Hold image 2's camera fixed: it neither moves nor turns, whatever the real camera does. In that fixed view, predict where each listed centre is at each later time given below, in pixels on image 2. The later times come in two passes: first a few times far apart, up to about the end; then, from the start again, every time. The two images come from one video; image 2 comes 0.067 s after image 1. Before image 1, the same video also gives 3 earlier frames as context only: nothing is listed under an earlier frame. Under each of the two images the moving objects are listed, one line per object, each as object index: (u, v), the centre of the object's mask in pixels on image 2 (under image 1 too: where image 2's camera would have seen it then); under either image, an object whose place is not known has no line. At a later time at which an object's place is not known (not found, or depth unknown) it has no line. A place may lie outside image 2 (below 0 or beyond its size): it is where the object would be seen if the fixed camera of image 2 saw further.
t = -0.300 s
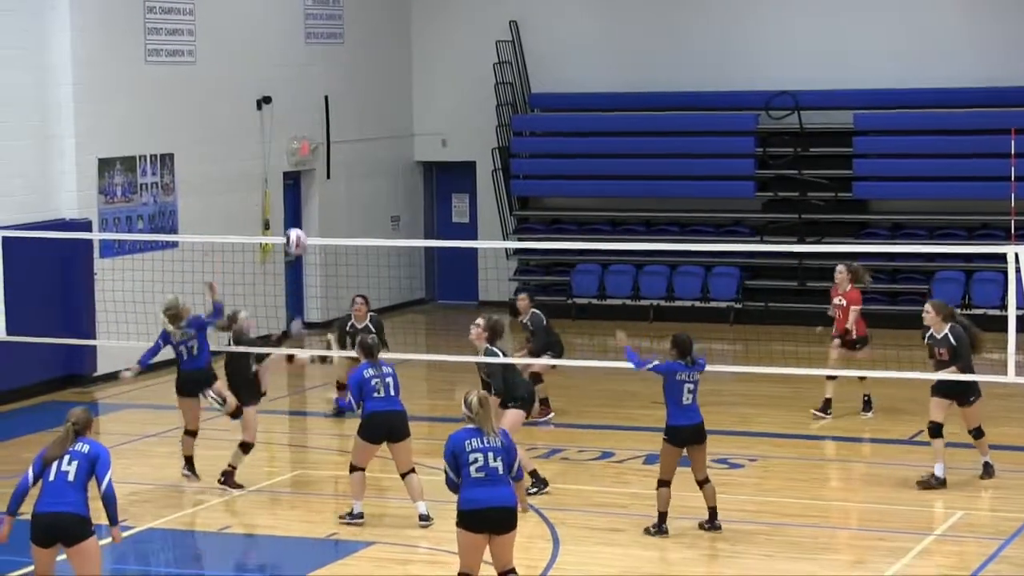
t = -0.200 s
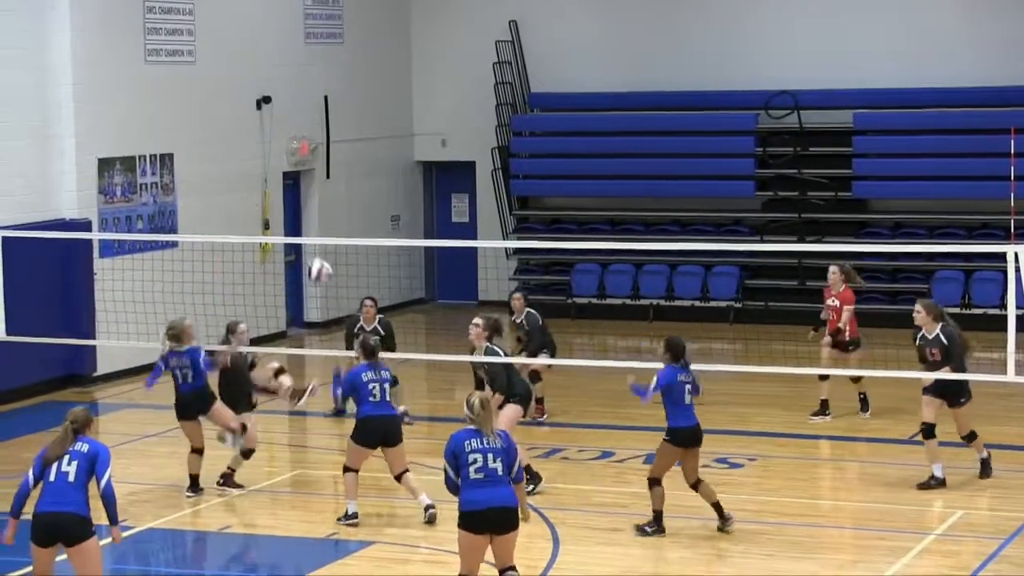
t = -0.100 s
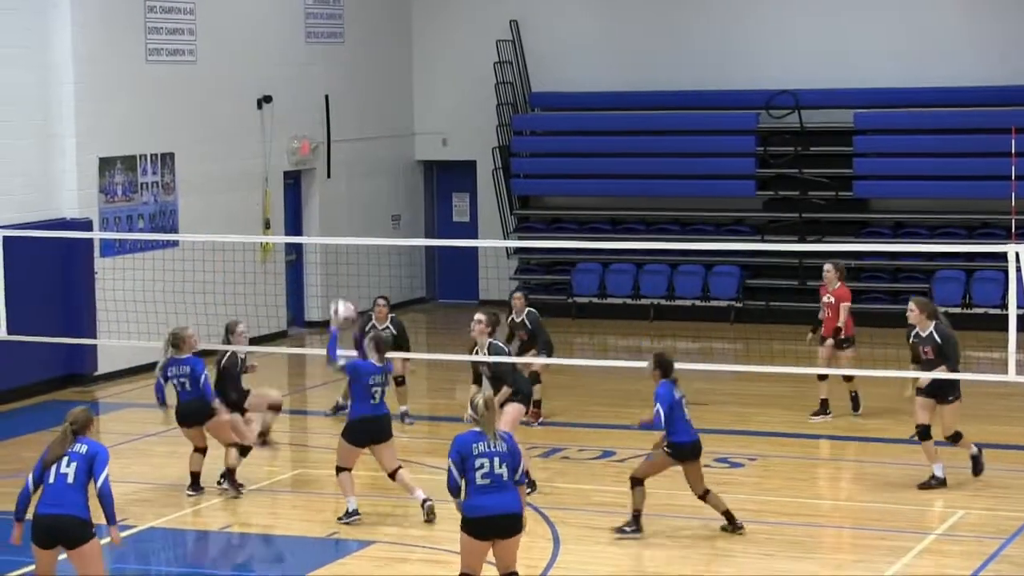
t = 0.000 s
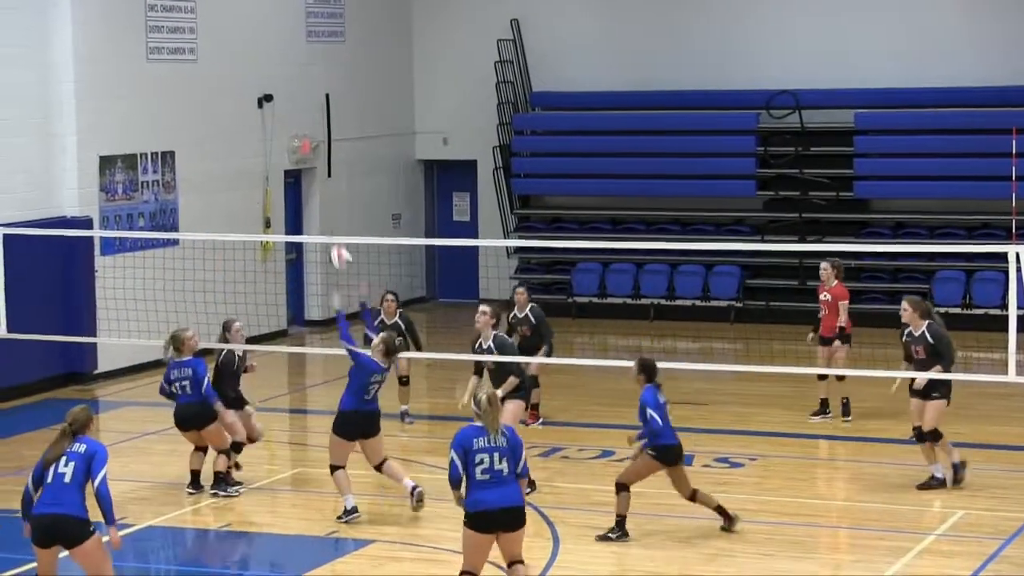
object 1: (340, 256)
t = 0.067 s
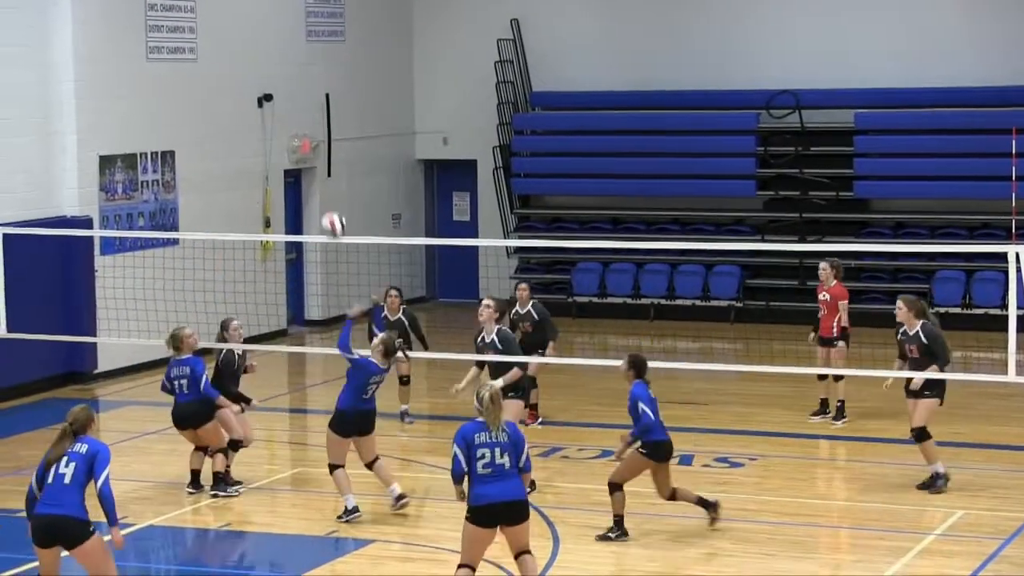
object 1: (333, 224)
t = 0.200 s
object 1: (323, 173)
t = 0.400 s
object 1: (311, 137)
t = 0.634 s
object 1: (298, 152)
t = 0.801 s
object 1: (289, 203)
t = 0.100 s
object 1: (332, 211)
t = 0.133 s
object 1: (329, 197)
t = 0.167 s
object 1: (326, 185)
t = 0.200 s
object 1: (323, 173)
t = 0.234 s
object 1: (322, 165)
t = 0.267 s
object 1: (320, 155)
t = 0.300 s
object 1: (318, 147)
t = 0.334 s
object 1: (315, 144)
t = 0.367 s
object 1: (313, 140)
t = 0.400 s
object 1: (311, 137)
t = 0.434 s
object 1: (308, 137)
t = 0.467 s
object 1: (306, 137)
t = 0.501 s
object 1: (305, 138)
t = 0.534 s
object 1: (304, 139)
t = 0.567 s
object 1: (302, 143)
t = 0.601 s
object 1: (299, 148)
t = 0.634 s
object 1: (298, 152)
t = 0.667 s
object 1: (296, 160)
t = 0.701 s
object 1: (294, 170)
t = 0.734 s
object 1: (291, 180)
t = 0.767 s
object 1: (291, 191)
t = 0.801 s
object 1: (289, 203)
